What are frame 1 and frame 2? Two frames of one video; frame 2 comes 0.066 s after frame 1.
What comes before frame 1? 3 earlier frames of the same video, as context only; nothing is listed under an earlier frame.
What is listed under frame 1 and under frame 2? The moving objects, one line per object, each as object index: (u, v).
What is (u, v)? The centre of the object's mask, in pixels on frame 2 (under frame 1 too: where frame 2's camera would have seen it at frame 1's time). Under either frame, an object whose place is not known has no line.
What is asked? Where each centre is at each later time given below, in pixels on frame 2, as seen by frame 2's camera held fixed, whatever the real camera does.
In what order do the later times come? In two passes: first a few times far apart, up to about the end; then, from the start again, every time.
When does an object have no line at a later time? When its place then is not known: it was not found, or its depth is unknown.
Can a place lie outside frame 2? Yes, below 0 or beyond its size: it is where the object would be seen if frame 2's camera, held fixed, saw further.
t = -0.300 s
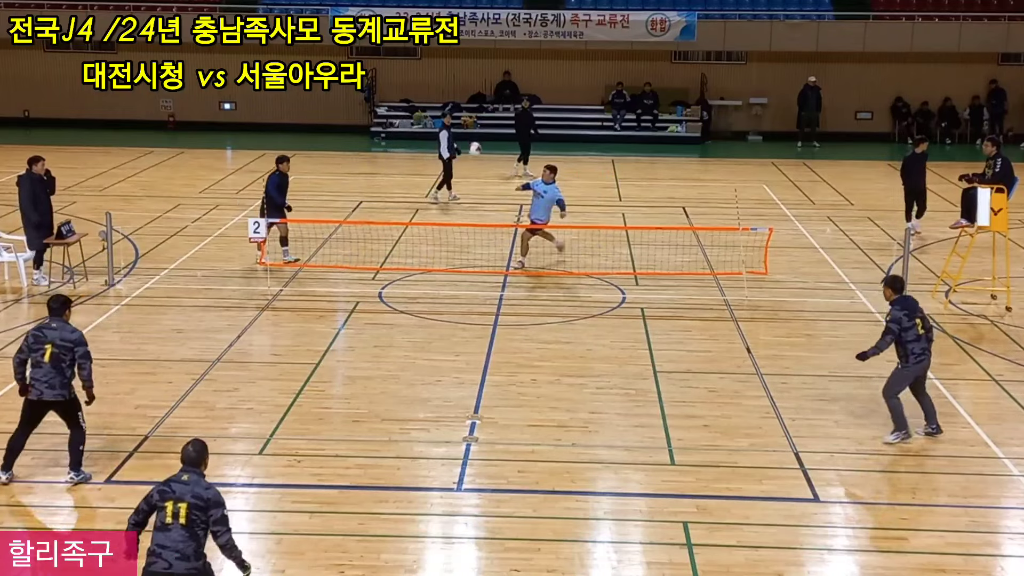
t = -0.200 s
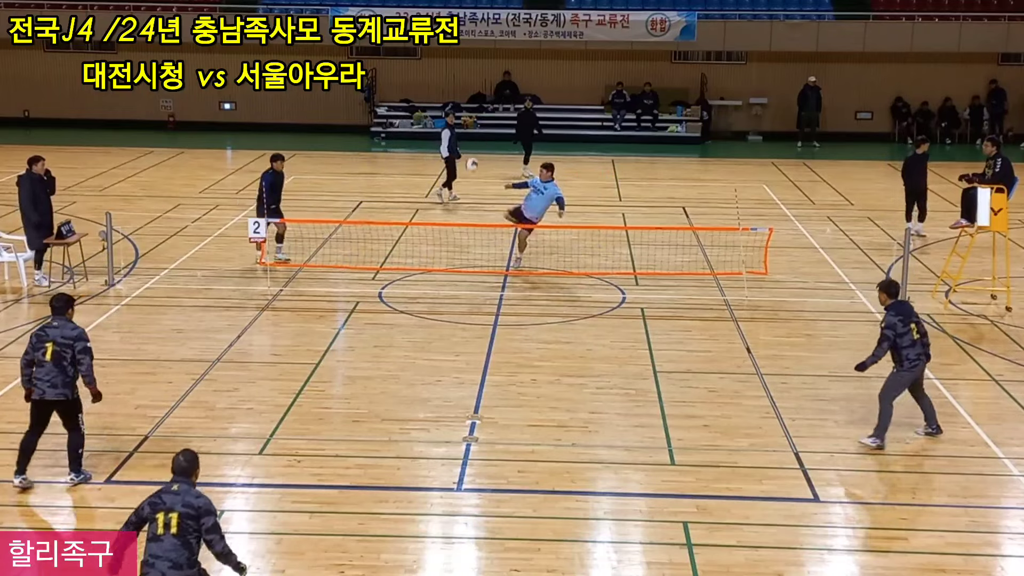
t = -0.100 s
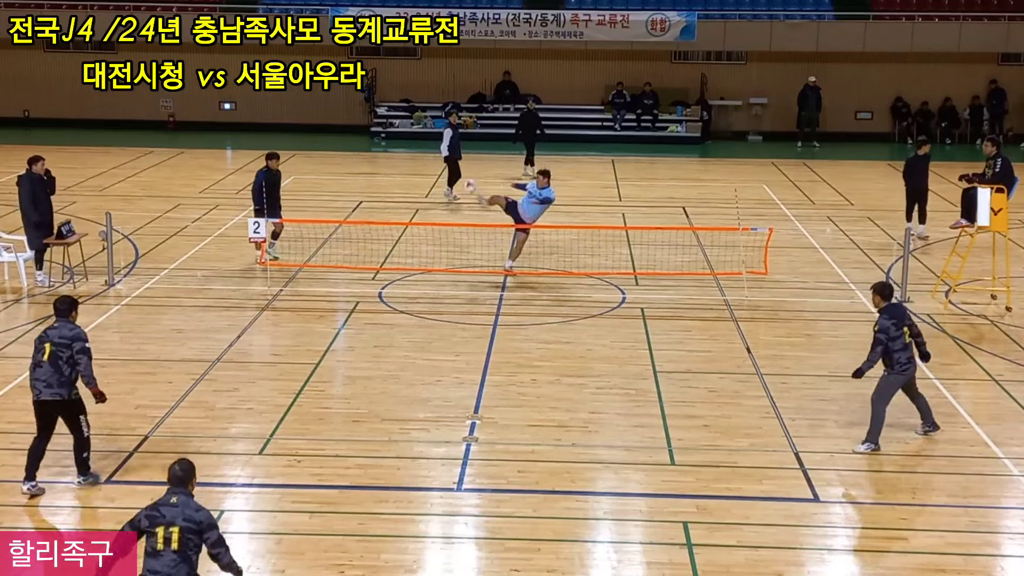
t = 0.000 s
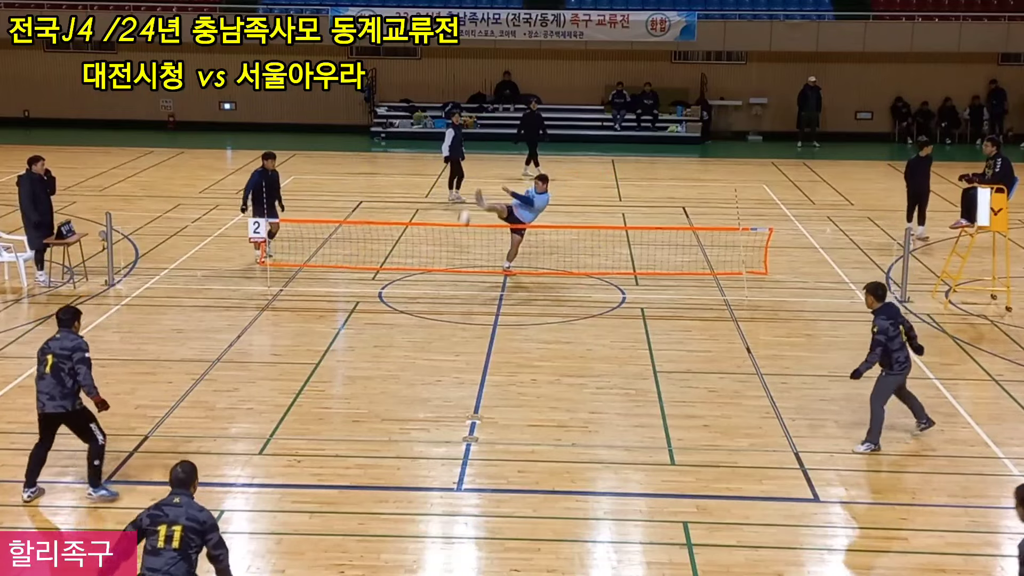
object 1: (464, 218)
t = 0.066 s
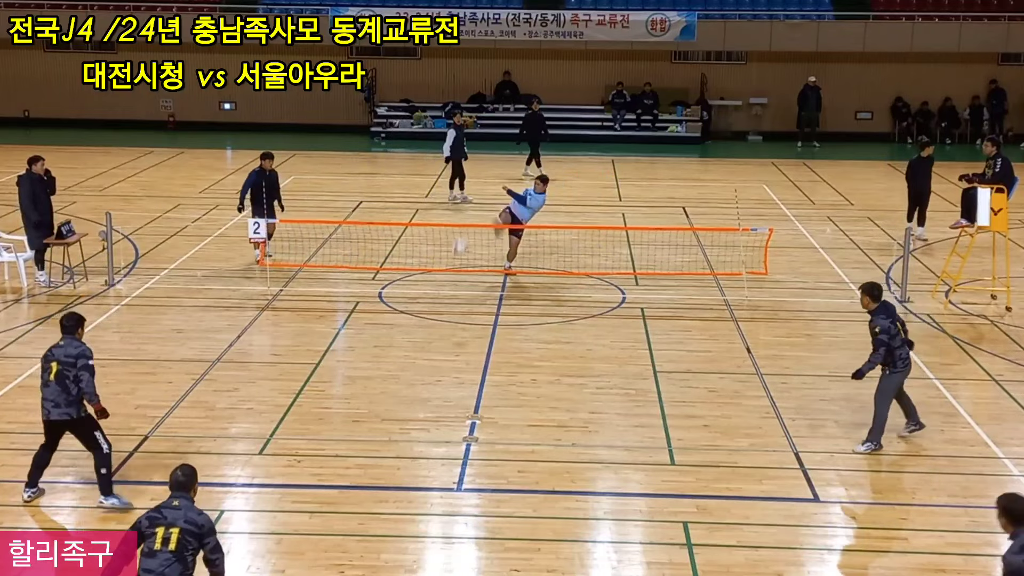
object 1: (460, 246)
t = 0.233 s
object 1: (439, 367)
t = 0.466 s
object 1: (414, 429)
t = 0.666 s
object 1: (383, 526)
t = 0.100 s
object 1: (455, 265)
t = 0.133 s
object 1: (453, 286)
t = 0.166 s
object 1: (449, 309)
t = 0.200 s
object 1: (443, 335)
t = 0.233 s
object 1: (439, 367)
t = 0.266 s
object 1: (436, 402)
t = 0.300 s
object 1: (430, 414)
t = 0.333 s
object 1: (428, 414)
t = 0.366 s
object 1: (425, 415)
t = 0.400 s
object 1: (422, 418)
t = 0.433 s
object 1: (418, 423)
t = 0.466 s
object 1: (414, 429)
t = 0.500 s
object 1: (410, 439)
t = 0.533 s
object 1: (405, 452)
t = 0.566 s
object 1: (401, 465)
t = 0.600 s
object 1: (396, 481)
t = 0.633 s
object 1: (390, 502)
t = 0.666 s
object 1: (383, 526)
